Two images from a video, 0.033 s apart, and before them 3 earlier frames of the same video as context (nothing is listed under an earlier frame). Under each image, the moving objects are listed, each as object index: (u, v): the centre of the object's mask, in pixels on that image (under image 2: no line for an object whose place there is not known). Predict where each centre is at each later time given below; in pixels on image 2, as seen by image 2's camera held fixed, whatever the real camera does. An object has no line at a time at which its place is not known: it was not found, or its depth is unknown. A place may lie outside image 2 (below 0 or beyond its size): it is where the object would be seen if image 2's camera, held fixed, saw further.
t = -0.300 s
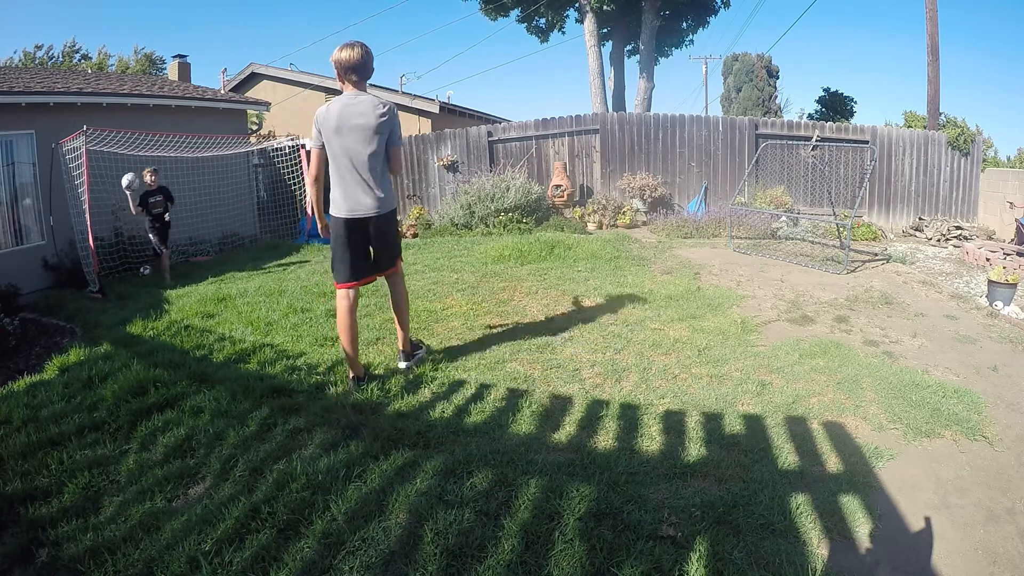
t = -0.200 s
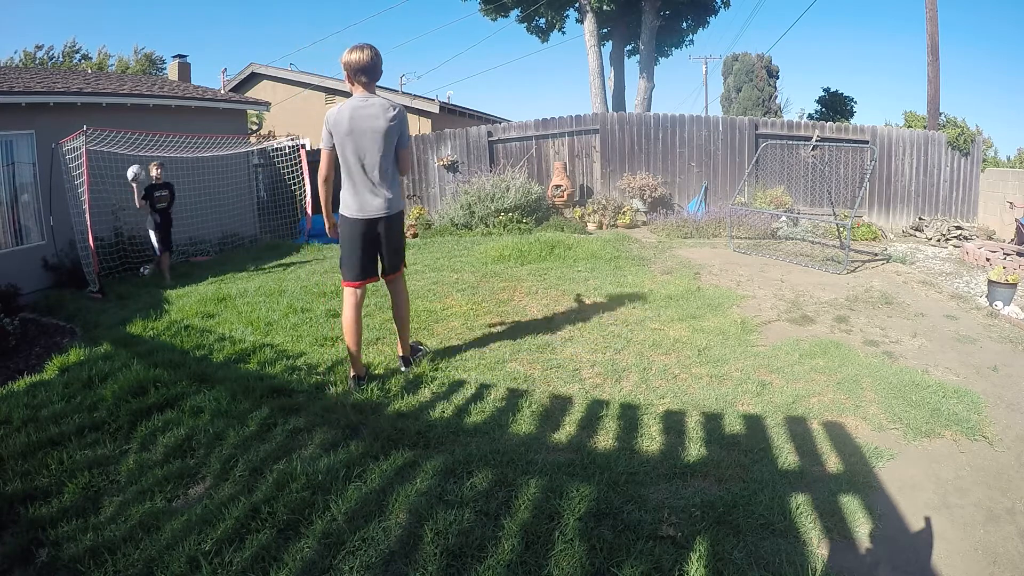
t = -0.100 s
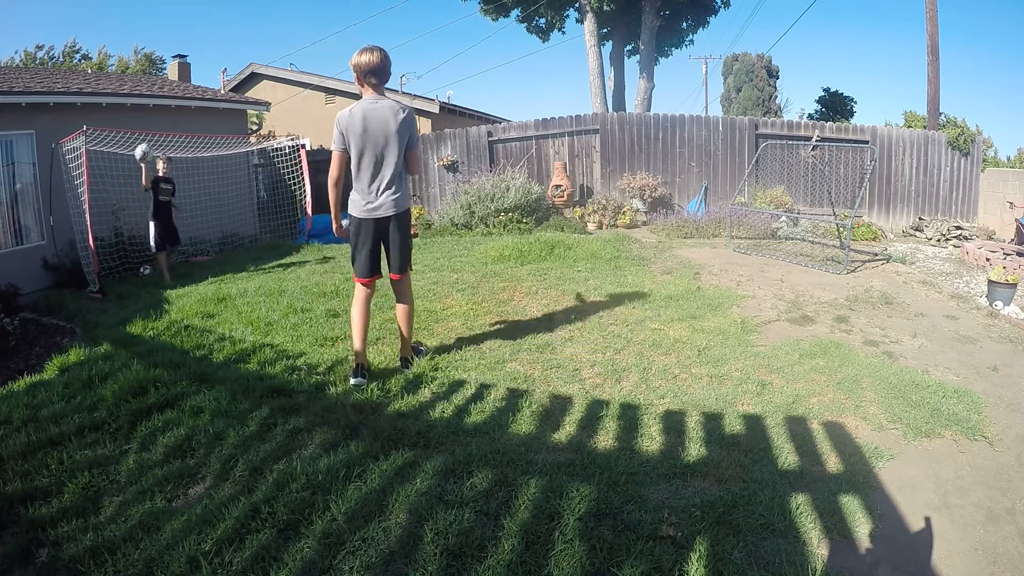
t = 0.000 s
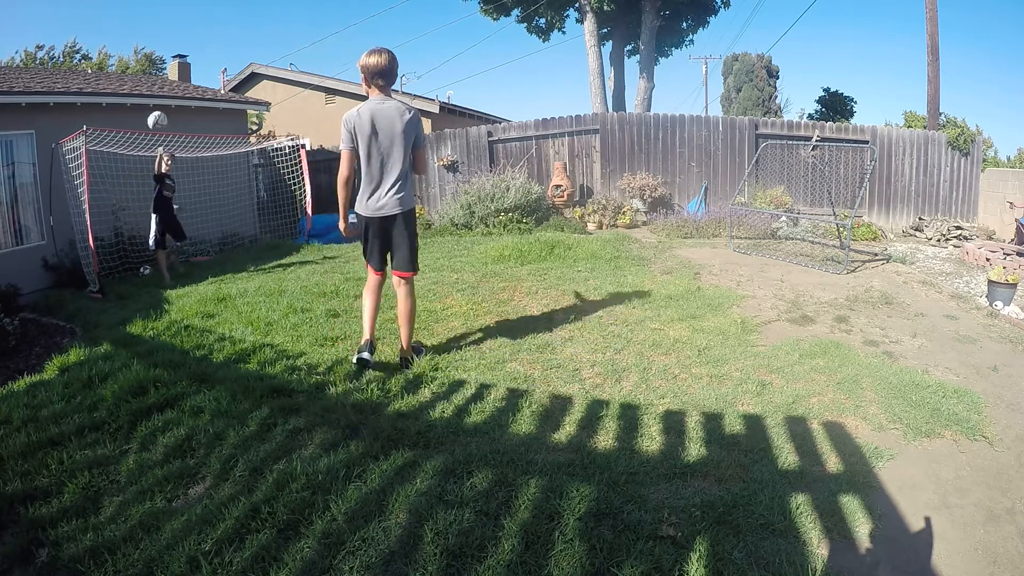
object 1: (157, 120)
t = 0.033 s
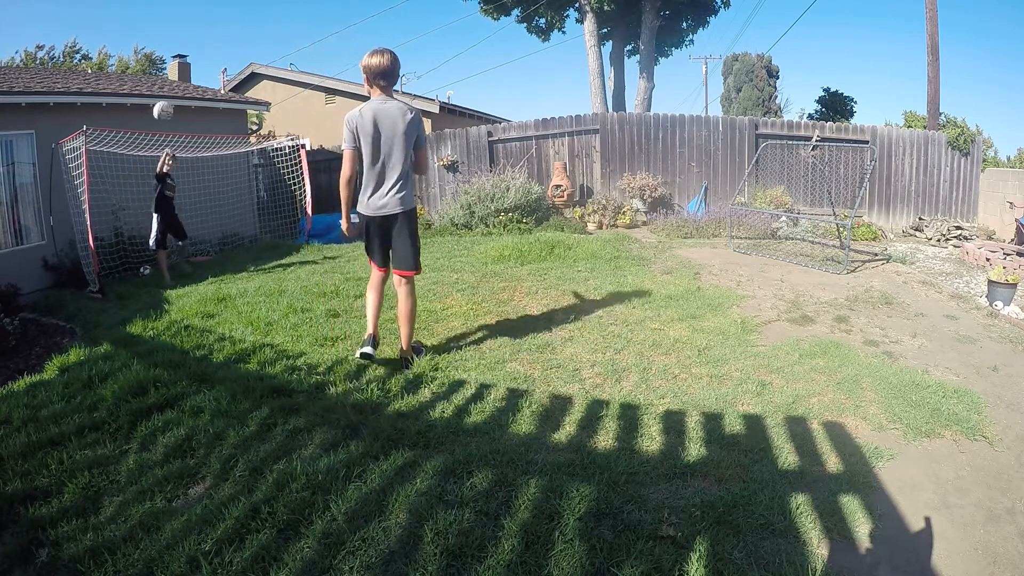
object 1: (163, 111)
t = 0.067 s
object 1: (169, 102)
